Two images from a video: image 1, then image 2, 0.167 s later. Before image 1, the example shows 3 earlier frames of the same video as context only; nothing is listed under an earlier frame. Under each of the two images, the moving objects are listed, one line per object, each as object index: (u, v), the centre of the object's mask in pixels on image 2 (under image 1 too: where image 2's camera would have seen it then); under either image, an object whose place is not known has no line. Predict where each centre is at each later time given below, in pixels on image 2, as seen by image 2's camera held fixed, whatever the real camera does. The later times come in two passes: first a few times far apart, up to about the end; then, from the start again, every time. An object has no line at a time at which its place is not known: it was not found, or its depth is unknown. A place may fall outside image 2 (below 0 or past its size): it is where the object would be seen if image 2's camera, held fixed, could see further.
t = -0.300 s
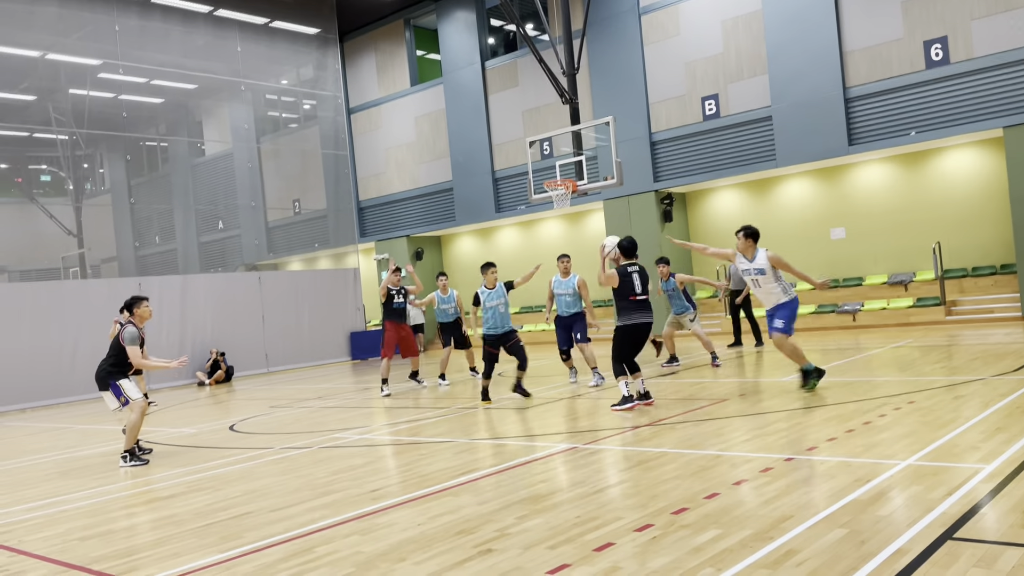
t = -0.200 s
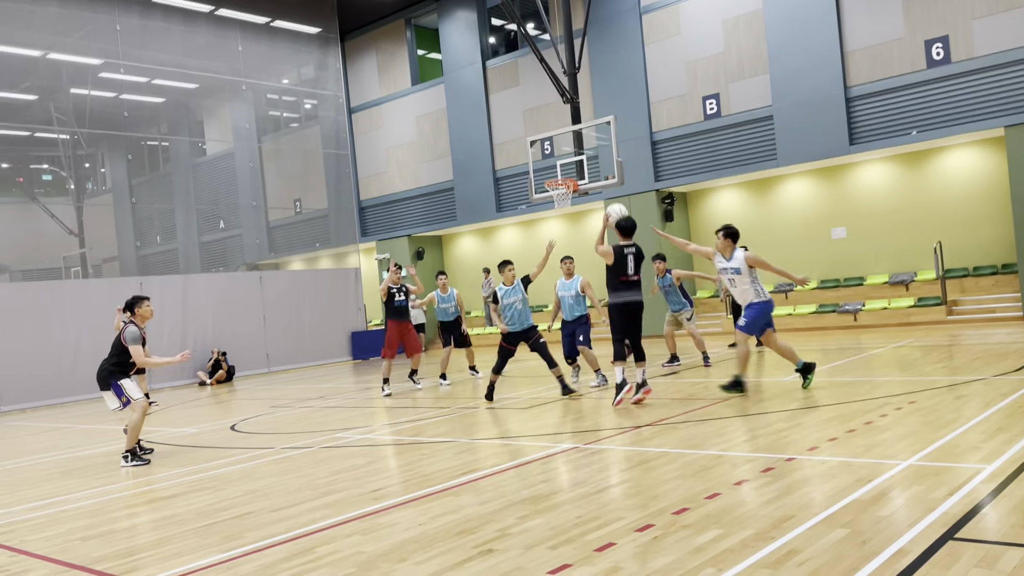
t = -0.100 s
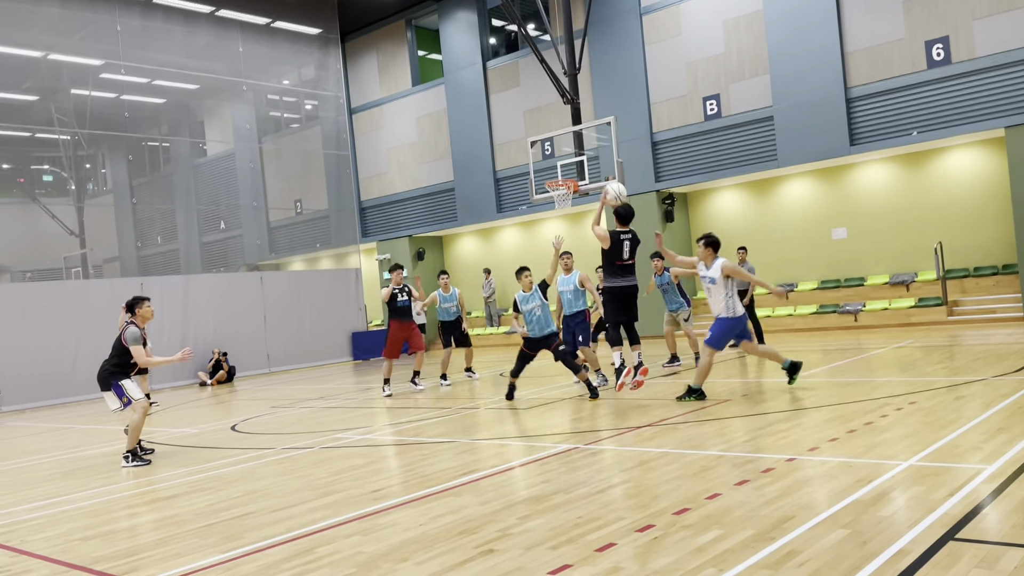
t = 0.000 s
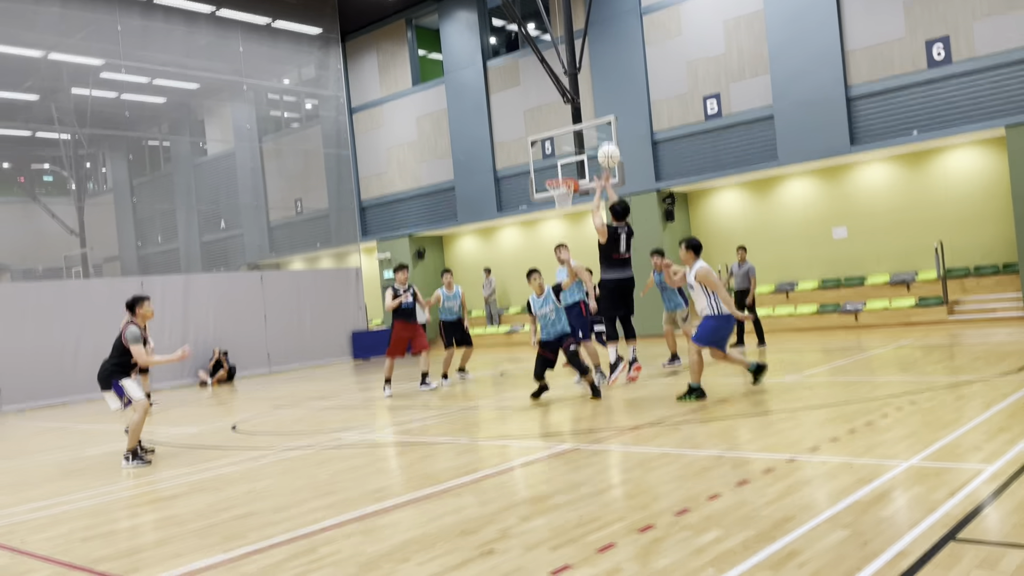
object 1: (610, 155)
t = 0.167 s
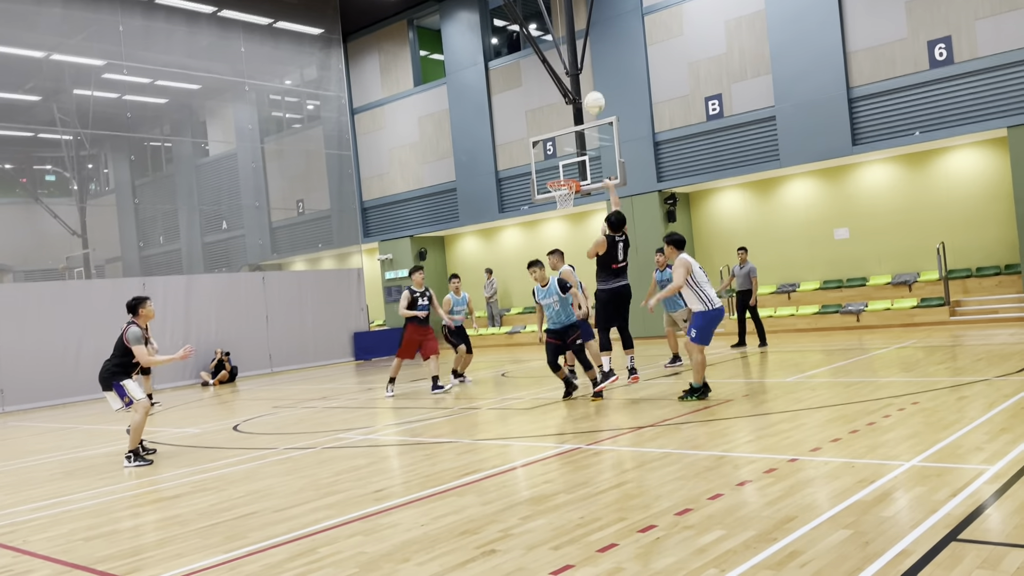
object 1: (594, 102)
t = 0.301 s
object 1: (585, 81)
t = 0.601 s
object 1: (571, 85)
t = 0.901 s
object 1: (566, 145)
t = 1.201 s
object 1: (593, 154)
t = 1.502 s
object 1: (646, 163)
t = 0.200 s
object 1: (592, 95)
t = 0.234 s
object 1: (590, 90)
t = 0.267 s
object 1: (587, 85)
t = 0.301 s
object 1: (585, 81)
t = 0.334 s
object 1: (583, 78)
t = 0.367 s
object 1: (581, 76)
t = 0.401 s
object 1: (579, 75)
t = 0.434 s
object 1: (577, 75)
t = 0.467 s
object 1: (576, 76)
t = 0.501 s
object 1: (575, 76)
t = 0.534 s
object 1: (573, 79)
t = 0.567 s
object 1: (572, 82)
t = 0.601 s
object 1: (571, 85)
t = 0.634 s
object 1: (571, 90)
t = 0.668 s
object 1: (570, 95)
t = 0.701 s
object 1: (569, 100)
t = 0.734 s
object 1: (568, 106)
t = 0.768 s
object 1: (568, 113)
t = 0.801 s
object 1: (567, 120)
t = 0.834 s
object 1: (567, 128)
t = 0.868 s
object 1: (566, 137)
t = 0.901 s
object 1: (566, 145)
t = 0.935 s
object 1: (566, 154)
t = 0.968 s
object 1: (565, 164)
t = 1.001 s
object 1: (566, 173)
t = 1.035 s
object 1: (568, 173)
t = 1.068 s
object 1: (572, 168)
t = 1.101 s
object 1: (578, 164)
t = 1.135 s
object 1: (583, 160)
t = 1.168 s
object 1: (588, 157)
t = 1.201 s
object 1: (593, 154)
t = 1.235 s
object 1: (597, 152)
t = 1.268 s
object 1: (603, 151)
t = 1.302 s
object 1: (608, 151)
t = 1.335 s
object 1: (615, 151)
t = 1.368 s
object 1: (620, 152)
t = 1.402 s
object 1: (627, 154)
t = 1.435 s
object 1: (633, 156)
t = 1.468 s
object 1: (639, 159)
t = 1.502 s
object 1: (646, 163)
